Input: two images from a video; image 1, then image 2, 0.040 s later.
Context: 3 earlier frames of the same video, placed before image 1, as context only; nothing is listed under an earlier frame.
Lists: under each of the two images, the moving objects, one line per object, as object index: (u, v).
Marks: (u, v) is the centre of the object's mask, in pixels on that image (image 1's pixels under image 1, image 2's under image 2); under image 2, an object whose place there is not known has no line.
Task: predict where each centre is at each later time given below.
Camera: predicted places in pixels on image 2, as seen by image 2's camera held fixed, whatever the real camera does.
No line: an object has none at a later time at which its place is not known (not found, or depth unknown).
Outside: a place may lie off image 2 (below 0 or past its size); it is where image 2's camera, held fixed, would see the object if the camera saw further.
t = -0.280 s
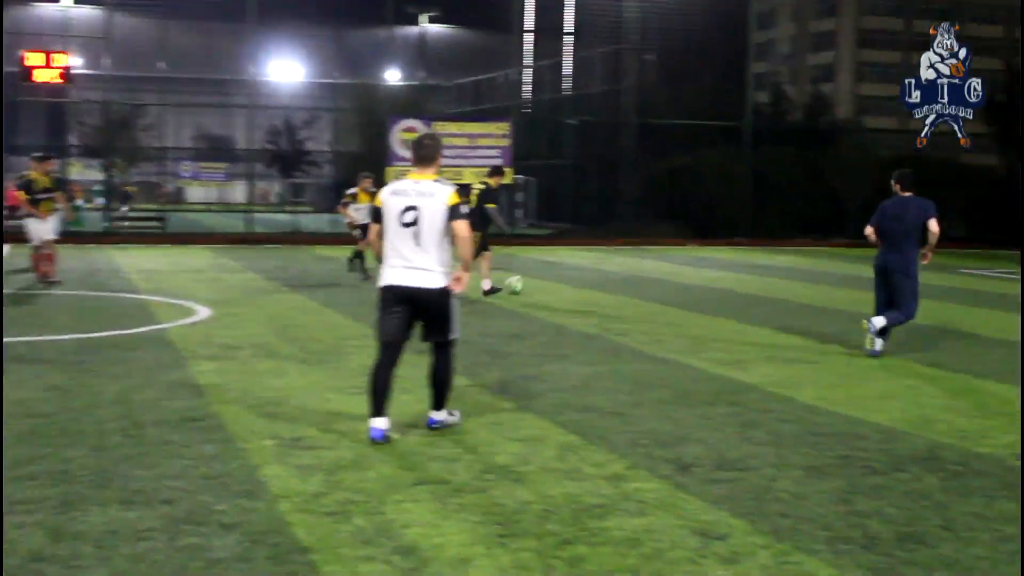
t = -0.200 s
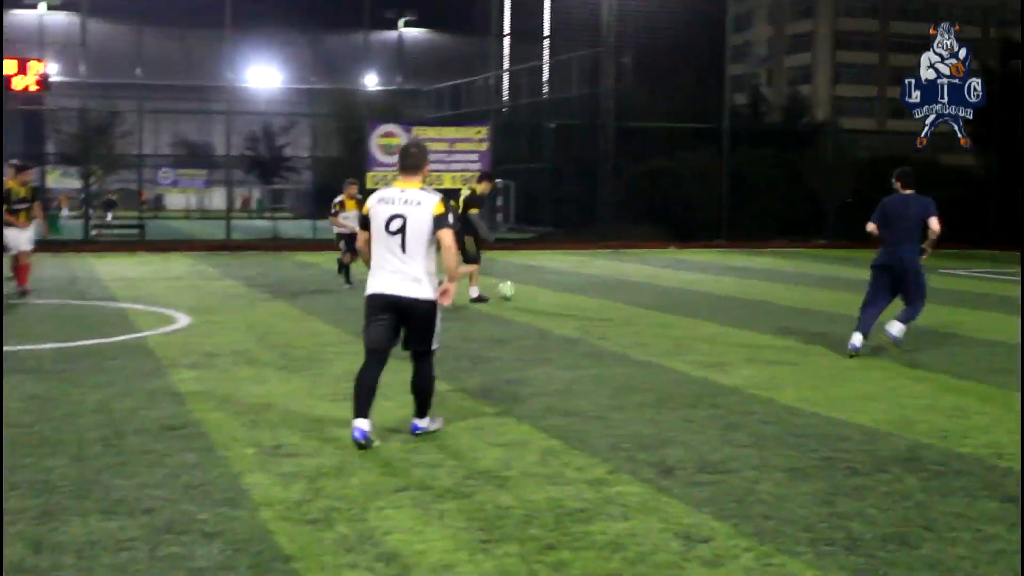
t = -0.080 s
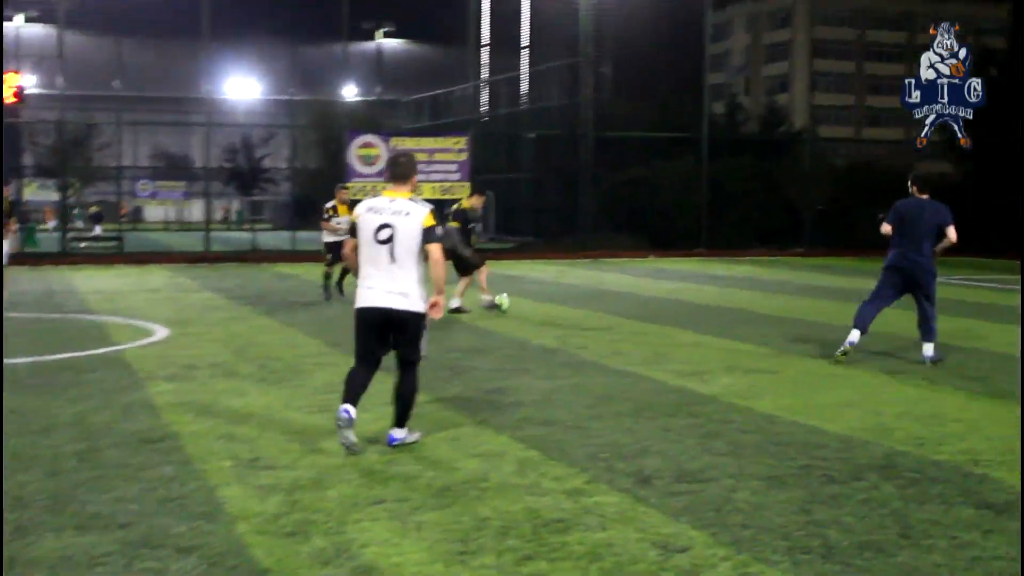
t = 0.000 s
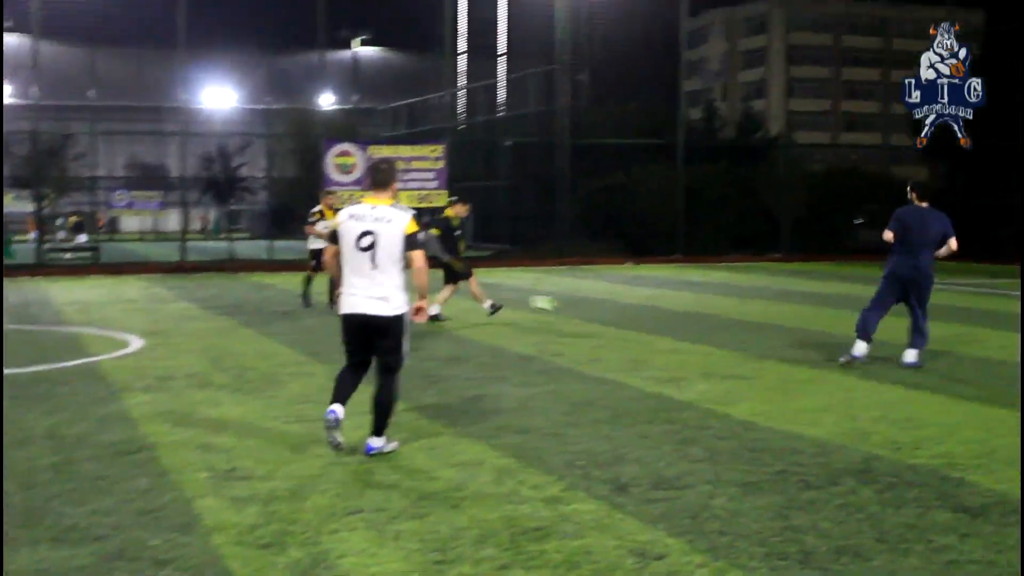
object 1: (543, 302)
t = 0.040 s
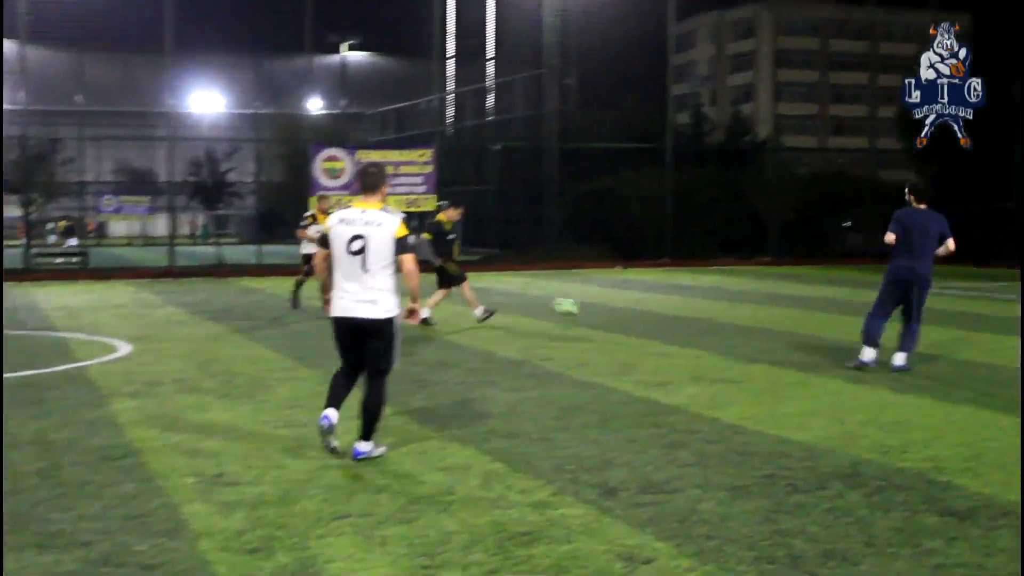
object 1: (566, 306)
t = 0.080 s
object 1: (595, 306)
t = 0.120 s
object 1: (628, 307)
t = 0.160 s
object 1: (659, 309)
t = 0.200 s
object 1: (687, 311)
